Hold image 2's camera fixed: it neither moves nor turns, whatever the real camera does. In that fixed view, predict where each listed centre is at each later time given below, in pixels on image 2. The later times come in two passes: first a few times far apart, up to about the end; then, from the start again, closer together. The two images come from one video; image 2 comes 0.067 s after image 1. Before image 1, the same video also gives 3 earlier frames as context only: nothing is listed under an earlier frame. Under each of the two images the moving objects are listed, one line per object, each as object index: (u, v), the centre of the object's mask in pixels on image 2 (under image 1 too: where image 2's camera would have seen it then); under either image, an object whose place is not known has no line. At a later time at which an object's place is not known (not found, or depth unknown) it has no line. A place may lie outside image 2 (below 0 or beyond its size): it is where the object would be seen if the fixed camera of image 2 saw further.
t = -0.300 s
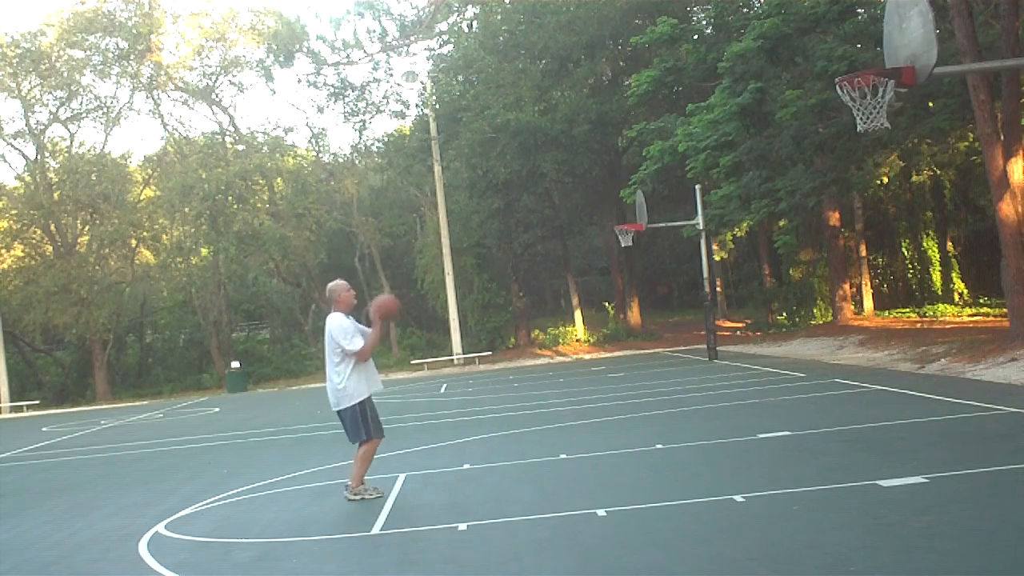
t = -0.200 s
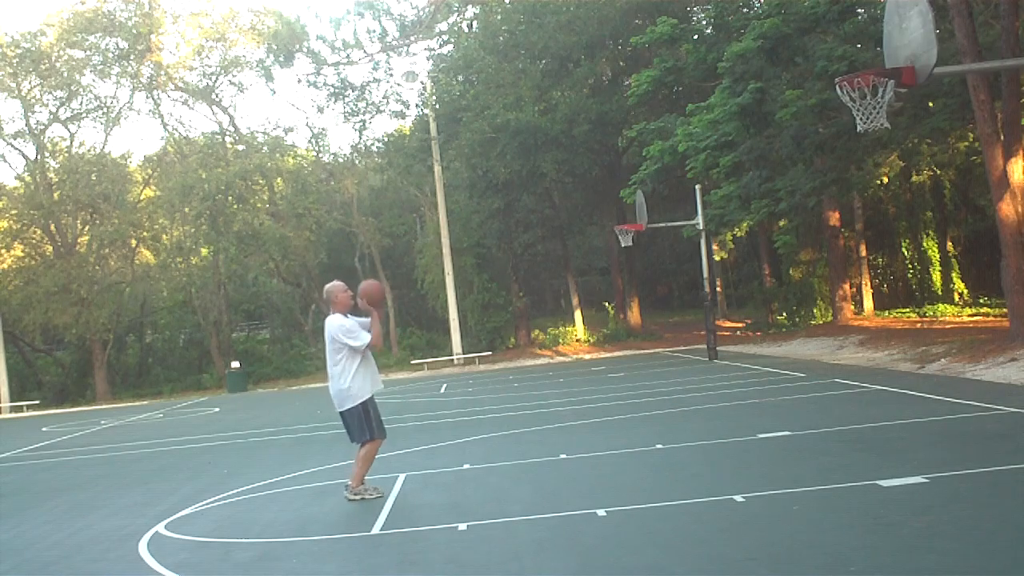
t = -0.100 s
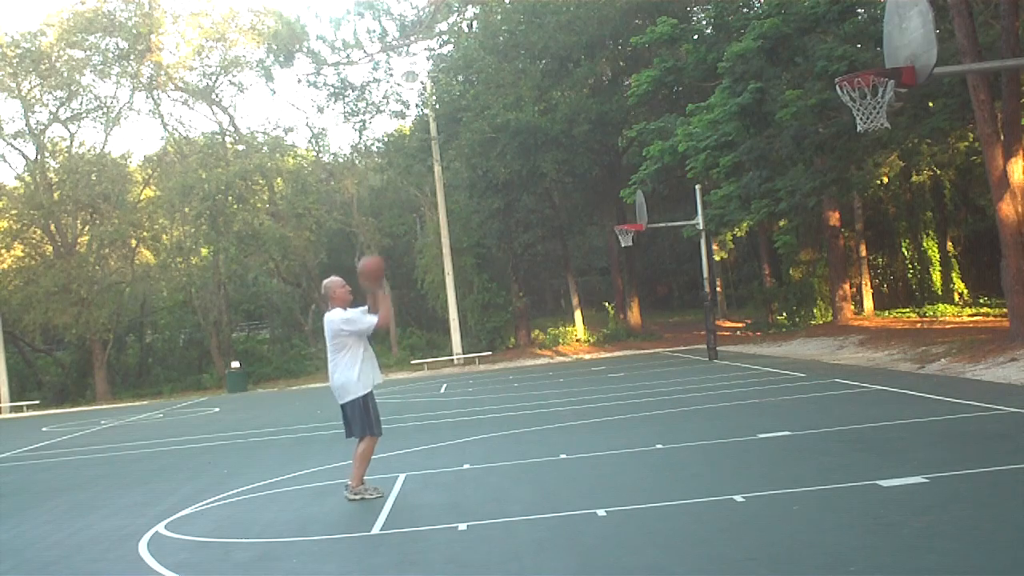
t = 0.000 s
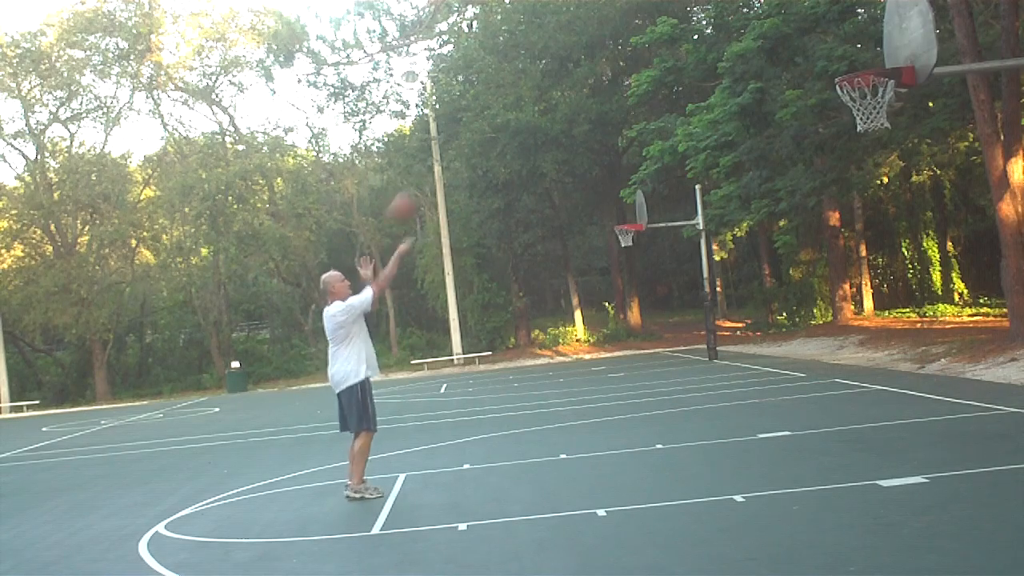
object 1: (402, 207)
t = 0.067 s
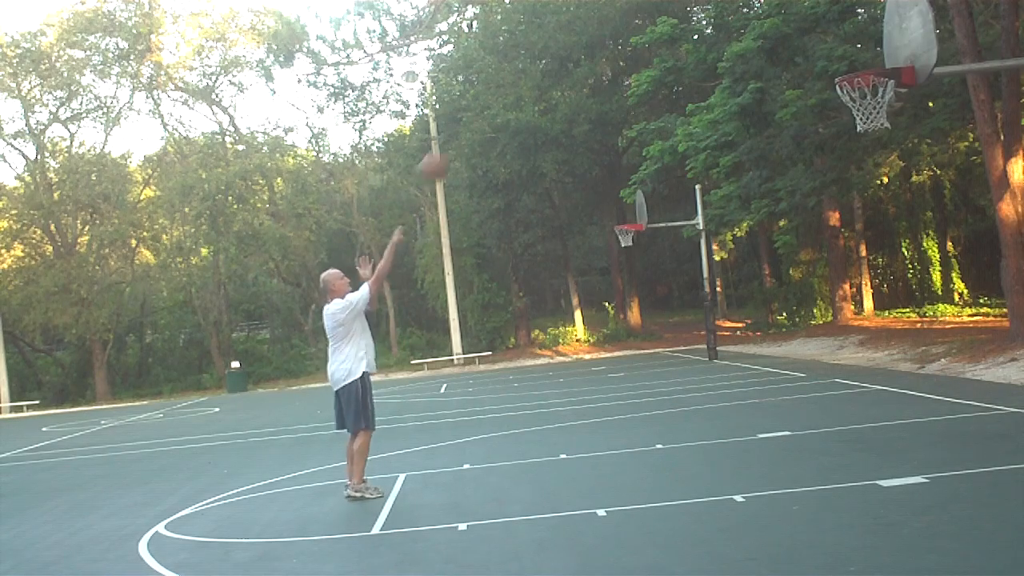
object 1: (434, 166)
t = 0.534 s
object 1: (651, 18)
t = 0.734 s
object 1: (751, 28)
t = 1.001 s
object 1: (832, 35)
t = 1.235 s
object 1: (839, 10)
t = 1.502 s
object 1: (854, 50)
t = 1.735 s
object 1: (862, 56)
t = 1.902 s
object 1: (866, 67)
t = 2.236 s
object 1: (890, 203)
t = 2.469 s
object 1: (910, 355)
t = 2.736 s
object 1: (912, 303)
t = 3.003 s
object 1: (915, 233)
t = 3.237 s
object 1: (922, 227)
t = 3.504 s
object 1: (934, 283)
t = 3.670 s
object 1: (945, 348)
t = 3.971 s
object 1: (953, 318)
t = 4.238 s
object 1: (958, 287)
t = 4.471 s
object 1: (966, 308)
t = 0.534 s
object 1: (651, 18)
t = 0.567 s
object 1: (669, 16)
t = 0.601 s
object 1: (683, 15)
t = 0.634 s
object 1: (701, 16)
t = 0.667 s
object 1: (719, 20)
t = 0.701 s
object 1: (734, 24)
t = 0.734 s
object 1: (751, 28)
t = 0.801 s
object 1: (786, 43)
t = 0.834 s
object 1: (802, 51)
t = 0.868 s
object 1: (819, 61)
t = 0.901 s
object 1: (831, 64)
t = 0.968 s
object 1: (832, 44)
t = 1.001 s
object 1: (832, 35)
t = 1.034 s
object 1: (833, 28)
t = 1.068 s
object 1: (834, 21)
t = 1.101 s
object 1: (835, 15)
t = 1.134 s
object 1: (836, 12)
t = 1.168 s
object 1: (837, 11)
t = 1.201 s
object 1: (838, 10)
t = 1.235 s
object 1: (839, 10)
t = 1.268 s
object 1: (841, 11)
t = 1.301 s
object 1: (842, 12)
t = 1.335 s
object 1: (844, 13)
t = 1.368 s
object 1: (845, 19)
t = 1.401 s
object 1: (847, 25)
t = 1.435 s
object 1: (850, 32)
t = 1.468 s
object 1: (852, 41)
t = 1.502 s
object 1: (854, 50)
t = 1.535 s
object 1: (856, 60)
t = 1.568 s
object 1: (858, 62)
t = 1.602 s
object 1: (858, 59)
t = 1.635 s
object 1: (860, 57)
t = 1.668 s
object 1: (860, 56)
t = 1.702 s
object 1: (861, 56)
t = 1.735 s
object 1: (862, 56)
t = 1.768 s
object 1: (863, 58)
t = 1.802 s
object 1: (863, 59)
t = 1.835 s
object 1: (864, 61)
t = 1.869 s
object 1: (866, 66)
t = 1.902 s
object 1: (866, 67)
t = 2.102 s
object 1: (880, 140)
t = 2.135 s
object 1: (882, 154)
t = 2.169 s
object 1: (884, 168)
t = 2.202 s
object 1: (885, 186)
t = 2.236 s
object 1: (890, 203)
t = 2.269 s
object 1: (892, 222)
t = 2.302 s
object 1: (894, 241)
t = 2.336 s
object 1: (896, 261)
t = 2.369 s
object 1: (899, 286)
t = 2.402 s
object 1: (903, 303)
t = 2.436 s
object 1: (903, 331)
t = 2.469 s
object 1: (910, 355)
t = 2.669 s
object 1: (913, 335)
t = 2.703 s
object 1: (913, 320)
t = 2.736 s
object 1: (912, 303)
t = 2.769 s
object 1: (912, 293)
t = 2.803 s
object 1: (911, 280)
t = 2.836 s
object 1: (911, 269)
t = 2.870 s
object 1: (912, 260)
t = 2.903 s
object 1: (912, 251)
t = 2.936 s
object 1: (912, 244)
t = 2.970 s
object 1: (914, 238)
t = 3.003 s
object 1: (915, 233)
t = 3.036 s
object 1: (916, 229)
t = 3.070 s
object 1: (915, 227)
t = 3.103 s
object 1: (917, 225)
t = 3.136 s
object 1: (917, 224)
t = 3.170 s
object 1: (918, 224)
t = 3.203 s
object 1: (920, 225)
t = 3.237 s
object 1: (922, 227)
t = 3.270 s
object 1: (923, 230)
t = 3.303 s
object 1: (924, 234)
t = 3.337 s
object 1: (926, 239)
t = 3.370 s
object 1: (927, 246)
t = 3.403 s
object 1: (929, 255)
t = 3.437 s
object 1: (931, 263)
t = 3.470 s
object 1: (933, 272)
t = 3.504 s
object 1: (934, 283)
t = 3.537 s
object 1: (937, 293)
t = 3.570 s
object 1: (940, 306)
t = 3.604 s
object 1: (942, 321)
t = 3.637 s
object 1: (943, 335)
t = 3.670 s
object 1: (945, 348)
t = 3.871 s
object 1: (953, 345)
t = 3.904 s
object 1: (951, 335)
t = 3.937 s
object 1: (952, 327)
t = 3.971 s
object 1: (953, 318)
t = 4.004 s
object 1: (953, 310)
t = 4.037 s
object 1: (953, 304)
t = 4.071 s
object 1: (954, 298)
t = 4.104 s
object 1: (954, 294)
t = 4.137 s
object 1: (955, 291)
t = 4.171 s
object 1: (956, 288)
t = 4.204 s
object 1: (956, 287)
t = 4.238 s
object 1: (958, 287)
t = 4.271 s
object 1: (958, 287)
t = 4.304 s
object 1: (959, 287)
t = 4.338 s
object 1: (961, 290)
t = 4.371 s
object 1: (963, 293)
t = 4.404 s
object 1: (964, 297)
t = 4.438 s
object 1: (965, 302)
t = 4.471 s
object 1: (966, 308)
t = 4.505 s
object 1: (968, 316)
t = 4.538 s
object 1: (969, 324)
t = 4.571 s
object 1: (970, 333)
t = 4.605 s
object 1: (973, 342)
